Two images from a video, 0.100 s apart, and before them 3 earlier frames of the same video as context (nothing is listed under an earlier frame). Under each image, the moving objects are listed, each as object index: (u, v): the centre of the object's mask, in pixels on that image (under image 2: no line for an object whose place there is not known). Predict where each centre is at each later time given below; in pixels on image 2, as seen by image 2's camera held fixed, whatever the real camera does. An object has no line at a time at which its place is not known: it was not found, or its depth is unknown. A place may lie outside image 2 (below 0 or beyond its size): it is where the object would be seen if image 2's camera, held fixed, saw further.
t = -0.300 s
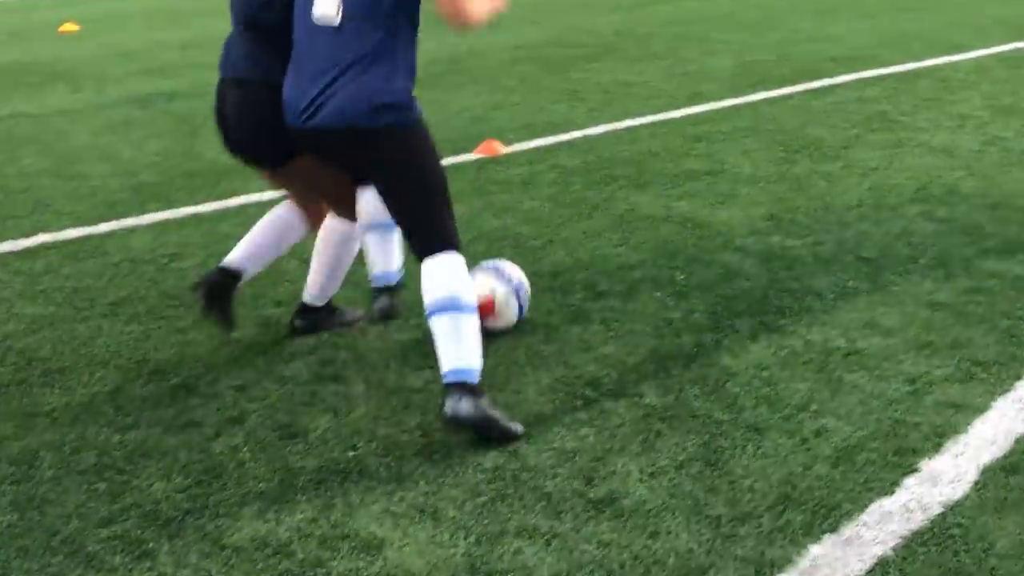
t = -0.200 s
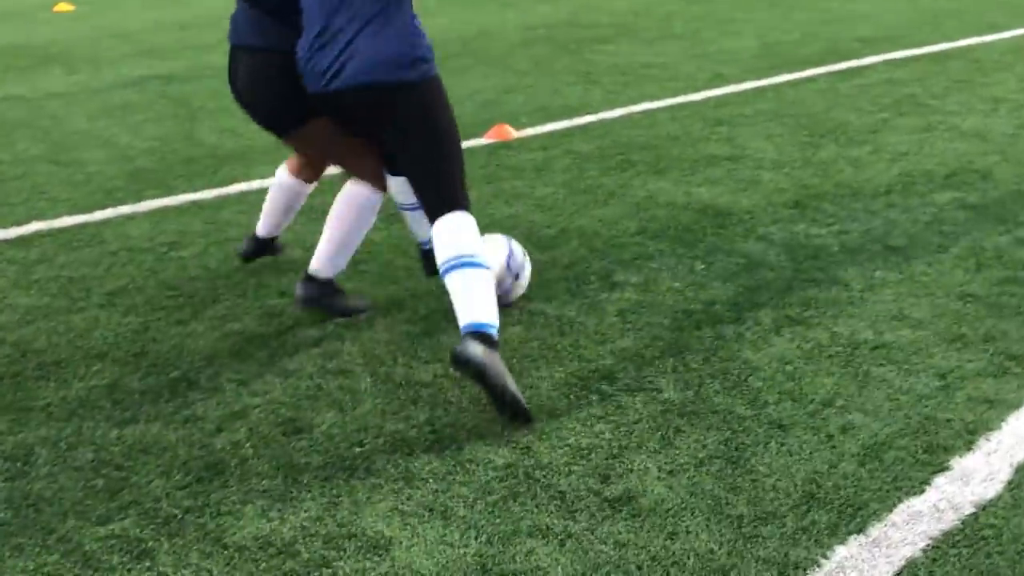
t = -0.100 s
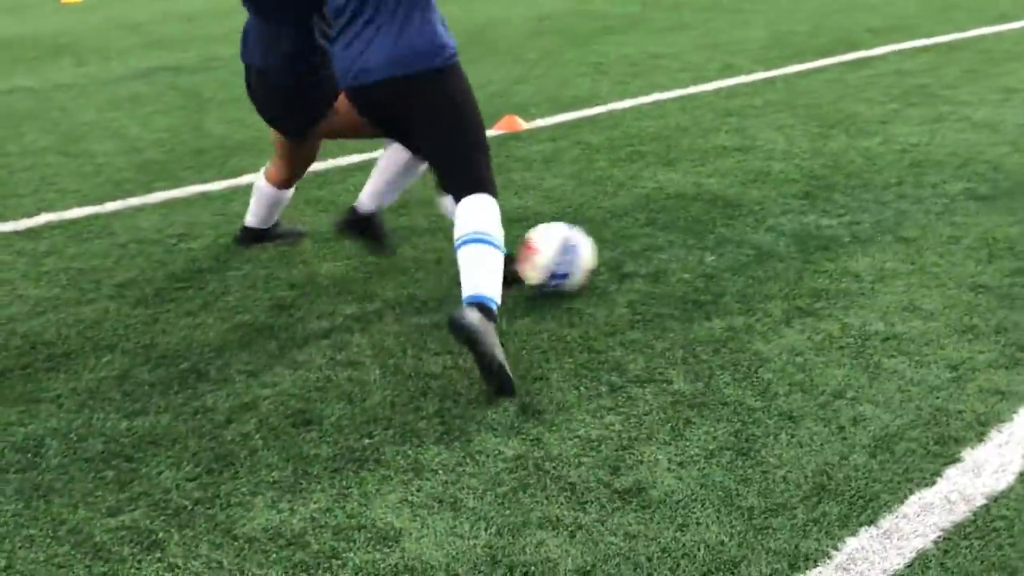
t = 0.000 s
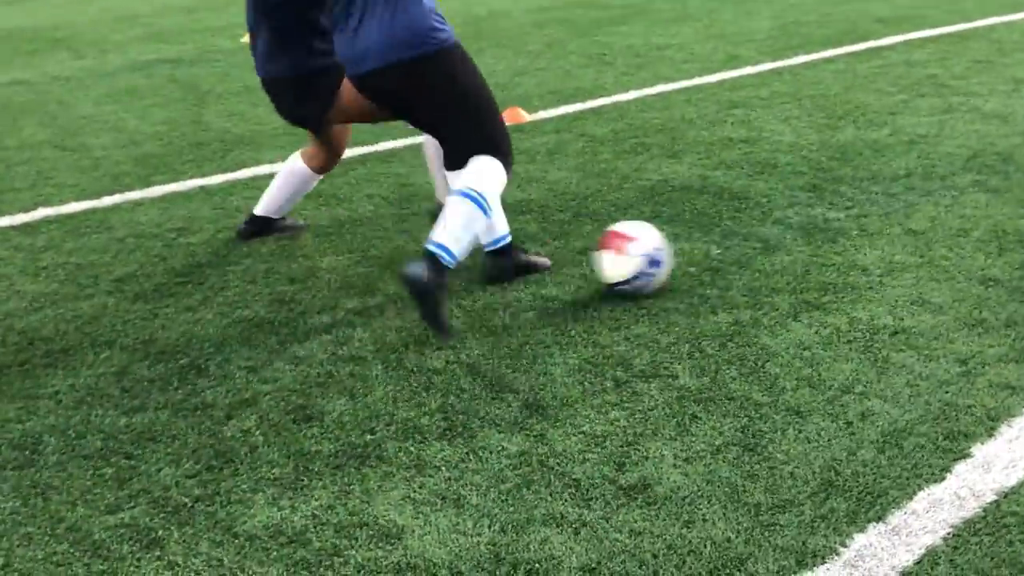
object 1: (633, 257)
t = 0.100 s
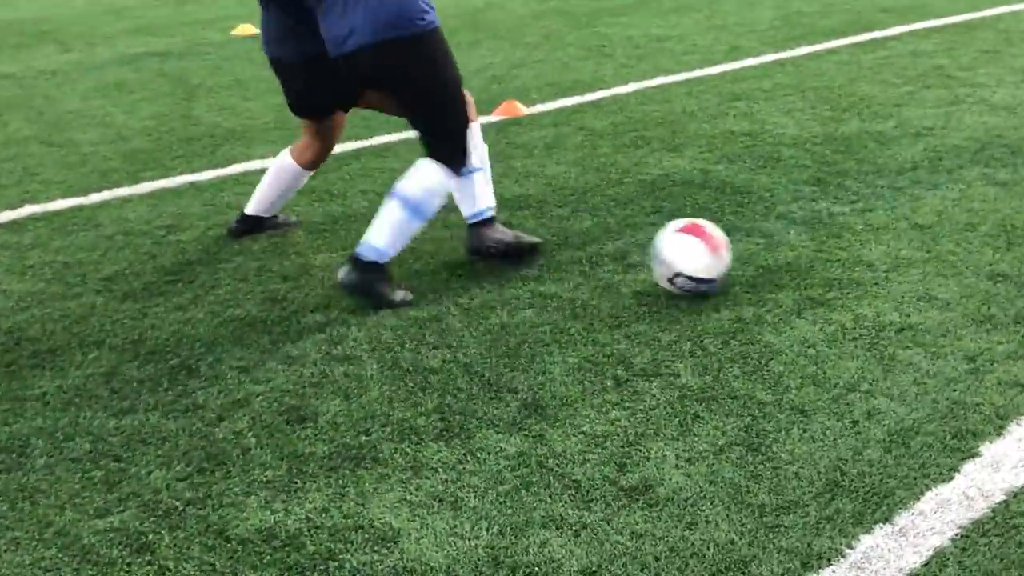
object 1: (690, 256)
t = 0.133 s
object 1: (706, 257)
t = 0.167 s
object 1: (722, 257)
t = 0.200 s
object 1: (738, 257)
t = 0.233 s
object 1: (755, 258)
